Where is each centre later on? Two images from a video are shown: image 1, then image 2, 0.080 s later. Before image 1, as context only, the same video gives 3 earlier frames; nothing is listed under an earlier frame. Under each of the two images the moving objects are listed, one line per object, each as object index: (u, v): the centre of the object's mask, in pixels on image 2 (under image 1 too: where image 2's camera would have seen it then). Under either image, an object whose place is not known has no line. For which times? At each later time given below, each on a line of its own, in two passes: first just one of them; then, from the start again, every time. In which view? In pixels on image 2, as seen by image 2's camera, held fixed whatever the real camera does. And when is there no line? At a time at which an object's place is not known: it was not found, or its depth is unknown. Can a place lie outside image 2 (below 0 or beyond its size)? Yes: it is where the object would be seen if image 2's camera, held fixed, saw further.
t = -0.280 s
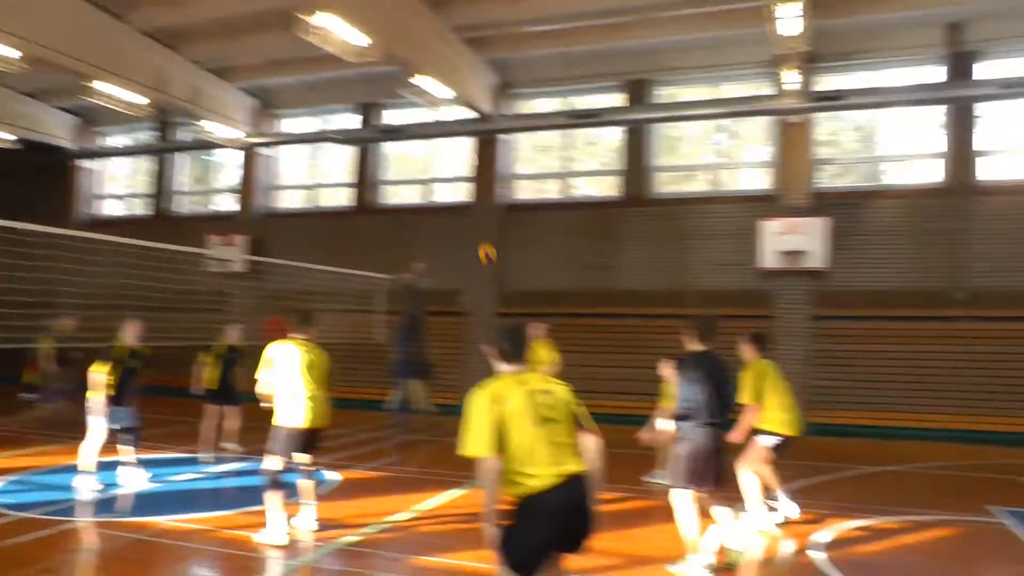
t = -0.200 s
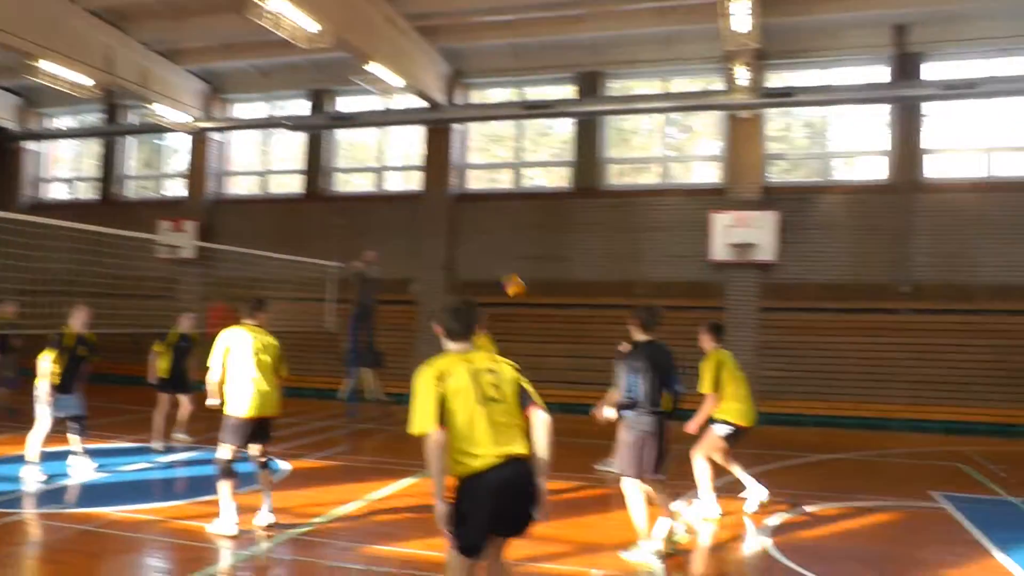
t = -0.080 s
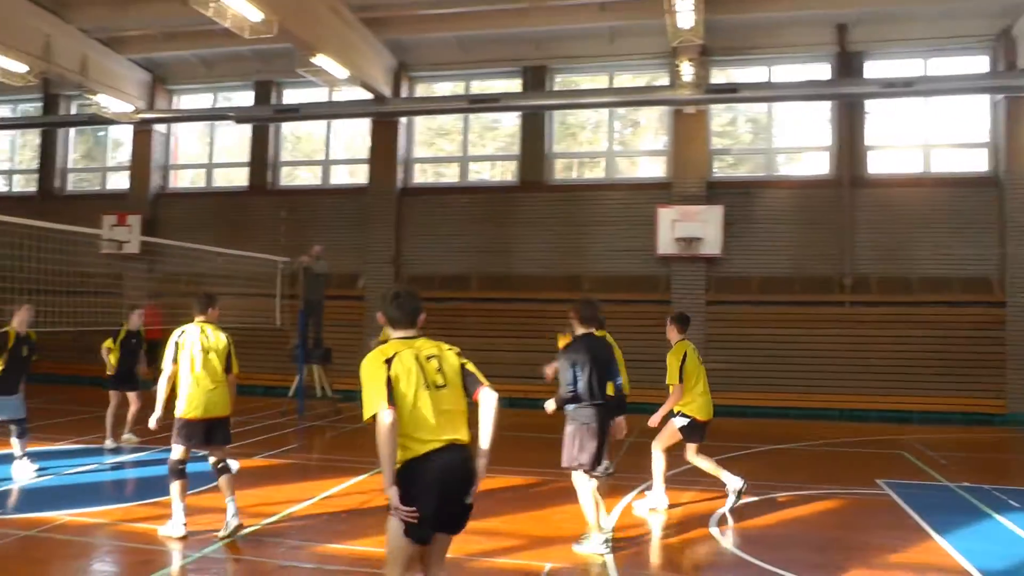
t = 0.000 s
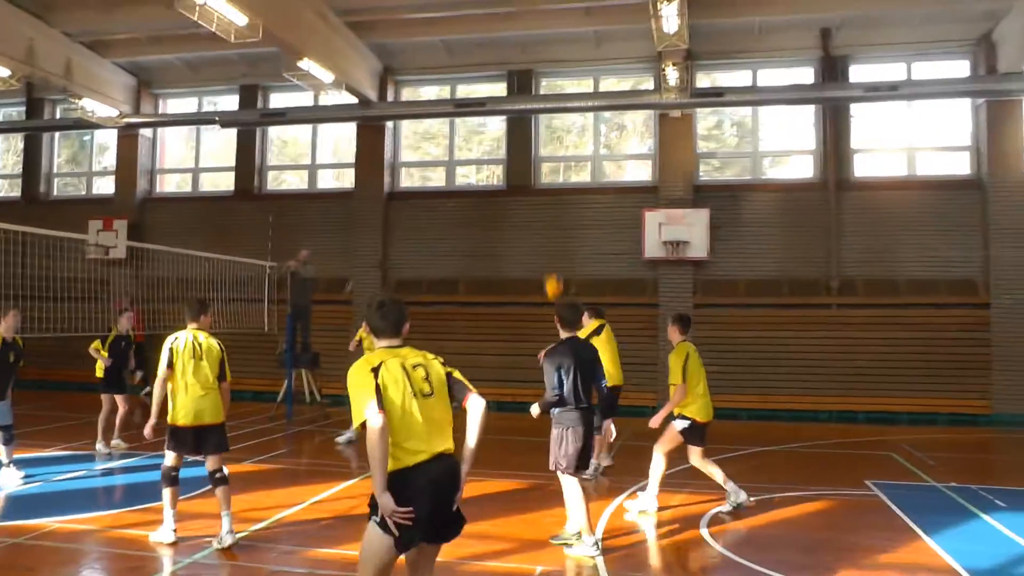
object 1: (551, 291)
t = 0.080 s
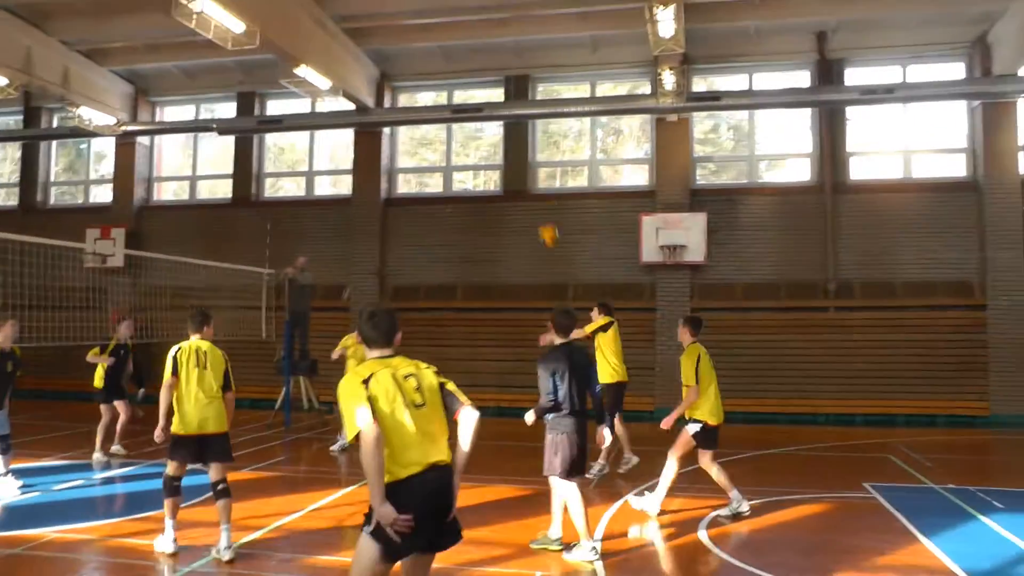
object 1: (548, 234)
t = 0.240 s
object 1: (546, 143)
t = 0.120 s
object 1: (548, 209)
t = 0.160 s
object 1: (547, 185)
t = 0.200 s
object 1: (546, 163)
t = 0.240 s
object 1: (546, 143)
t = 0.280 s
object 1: (545, 124)
